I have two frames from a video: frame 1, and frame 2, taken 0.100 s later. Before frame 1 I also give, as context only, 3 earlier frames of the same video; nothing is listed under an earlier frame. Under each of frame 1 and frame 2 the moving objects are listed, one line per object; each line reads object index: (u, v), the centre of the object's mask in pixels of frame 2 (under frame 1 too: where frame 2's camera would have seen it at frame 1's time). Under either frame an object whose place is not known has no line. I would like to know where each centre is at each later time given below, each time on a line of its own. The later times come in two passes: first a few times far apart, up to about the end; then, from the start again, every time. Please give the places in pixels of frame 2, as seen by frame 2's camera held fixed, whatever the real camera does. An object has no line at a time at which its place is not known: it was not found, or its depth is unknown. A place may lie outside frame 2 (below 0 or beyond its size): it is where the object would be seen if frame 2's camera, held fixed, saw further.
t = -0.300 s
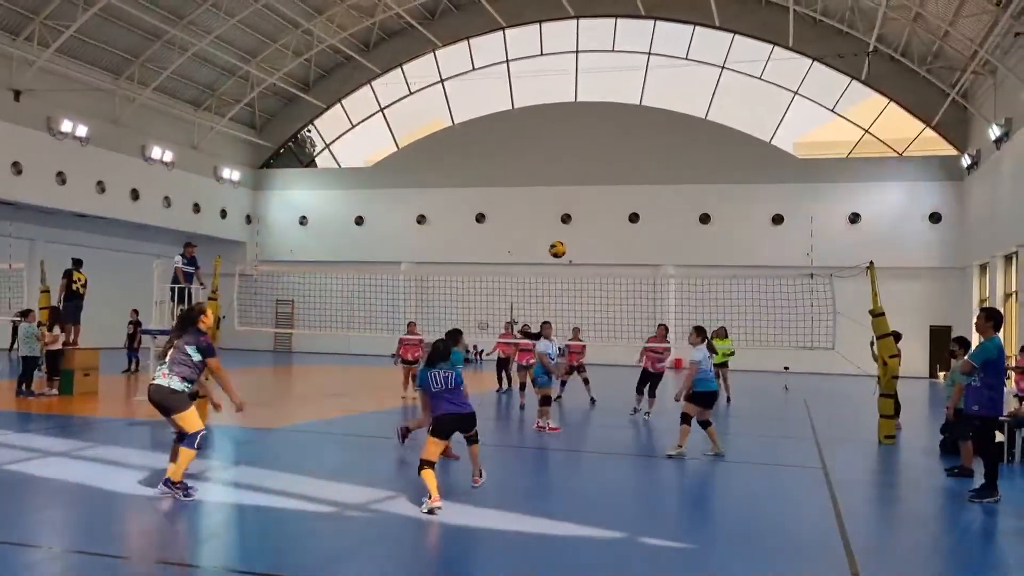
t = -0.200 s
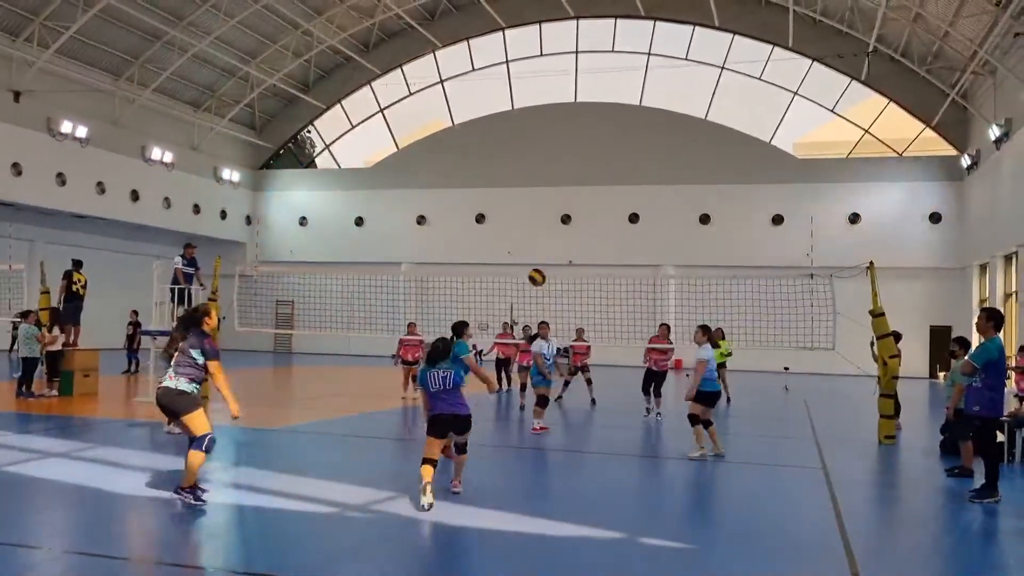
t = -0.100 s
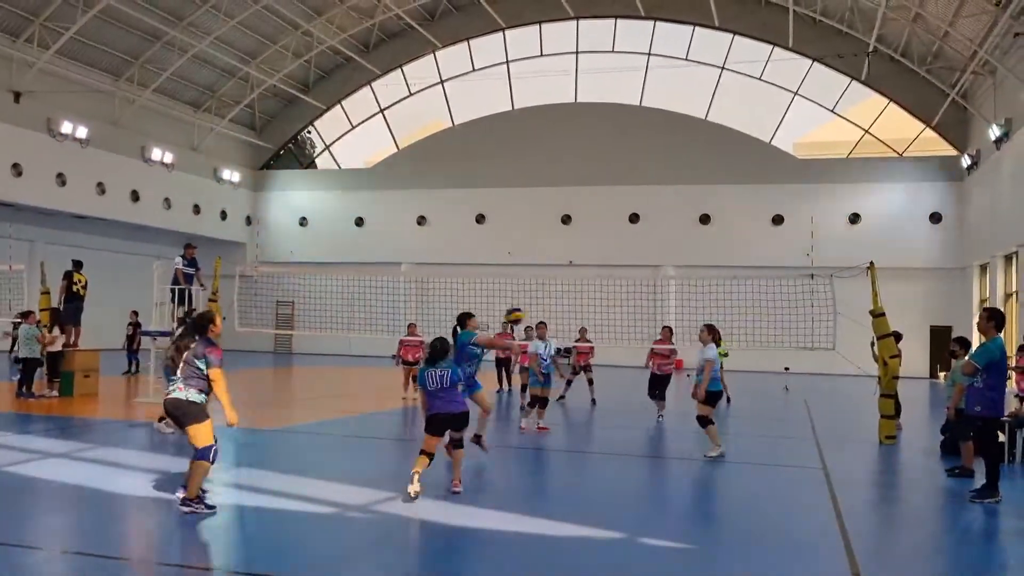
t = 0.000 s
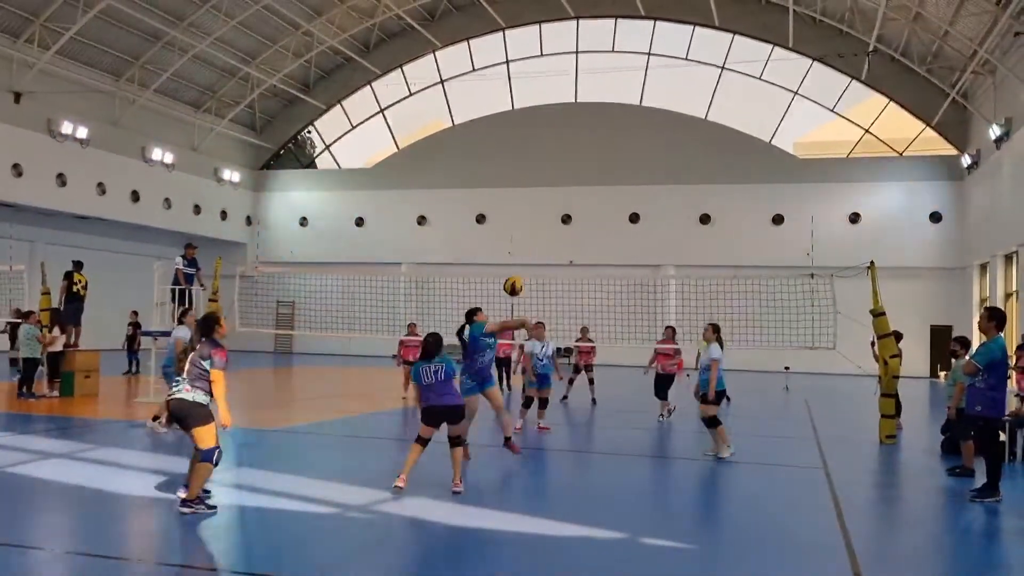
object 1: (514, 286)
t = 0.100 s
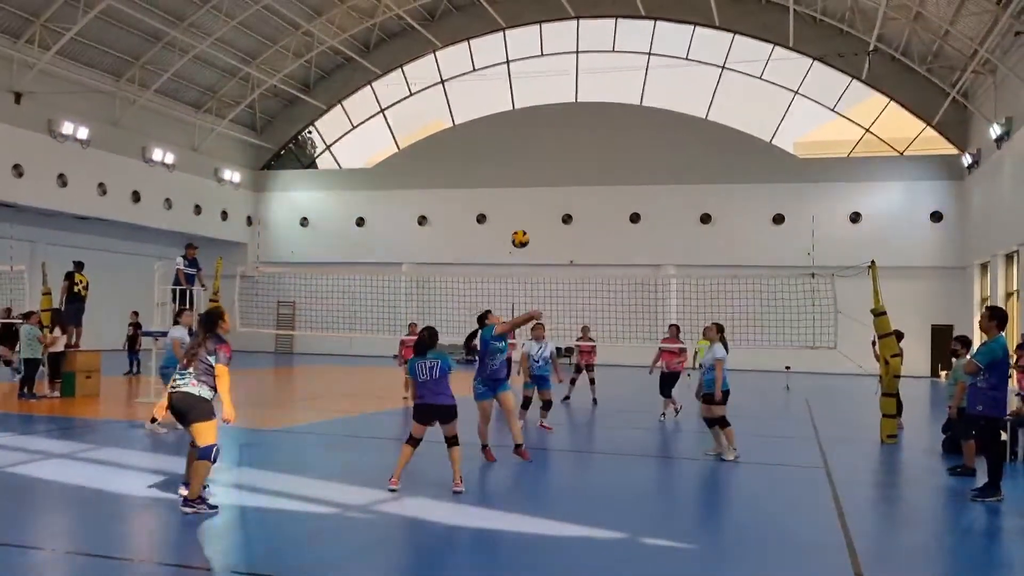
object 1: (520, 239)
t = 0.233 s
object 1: (527, 193)
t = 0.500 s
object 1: (539, 153)
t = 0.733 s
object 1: (548, 163)
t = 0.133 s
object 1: (522, 226)
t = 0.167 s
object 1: (524, 214)
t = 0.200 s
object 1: (525, 203)
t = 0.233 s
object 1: (527, 193)
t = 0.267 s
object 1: (529, 185)
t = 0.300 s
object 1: (530, 177)
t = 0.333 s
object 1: (532, 170)
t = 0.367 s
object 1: (534, 164)
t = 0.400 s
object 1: (536, 160)
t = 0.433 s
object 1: (537, 156)
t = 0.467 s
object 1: (538, 154)
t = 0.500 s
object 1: (539, 153)
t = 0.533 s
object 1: (540, 151)
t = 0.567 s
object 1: (542, 151)
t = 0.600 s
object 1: (543, 153)
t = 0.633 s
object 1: (544, 154)
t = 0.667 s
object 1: (546, 156)
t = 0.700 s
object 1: (546, 160)
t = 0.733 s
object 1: (548, 163)
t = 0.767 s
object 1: (549, 169)
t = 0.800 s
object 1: (549, 174)
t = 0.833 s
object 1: (550, 181)
